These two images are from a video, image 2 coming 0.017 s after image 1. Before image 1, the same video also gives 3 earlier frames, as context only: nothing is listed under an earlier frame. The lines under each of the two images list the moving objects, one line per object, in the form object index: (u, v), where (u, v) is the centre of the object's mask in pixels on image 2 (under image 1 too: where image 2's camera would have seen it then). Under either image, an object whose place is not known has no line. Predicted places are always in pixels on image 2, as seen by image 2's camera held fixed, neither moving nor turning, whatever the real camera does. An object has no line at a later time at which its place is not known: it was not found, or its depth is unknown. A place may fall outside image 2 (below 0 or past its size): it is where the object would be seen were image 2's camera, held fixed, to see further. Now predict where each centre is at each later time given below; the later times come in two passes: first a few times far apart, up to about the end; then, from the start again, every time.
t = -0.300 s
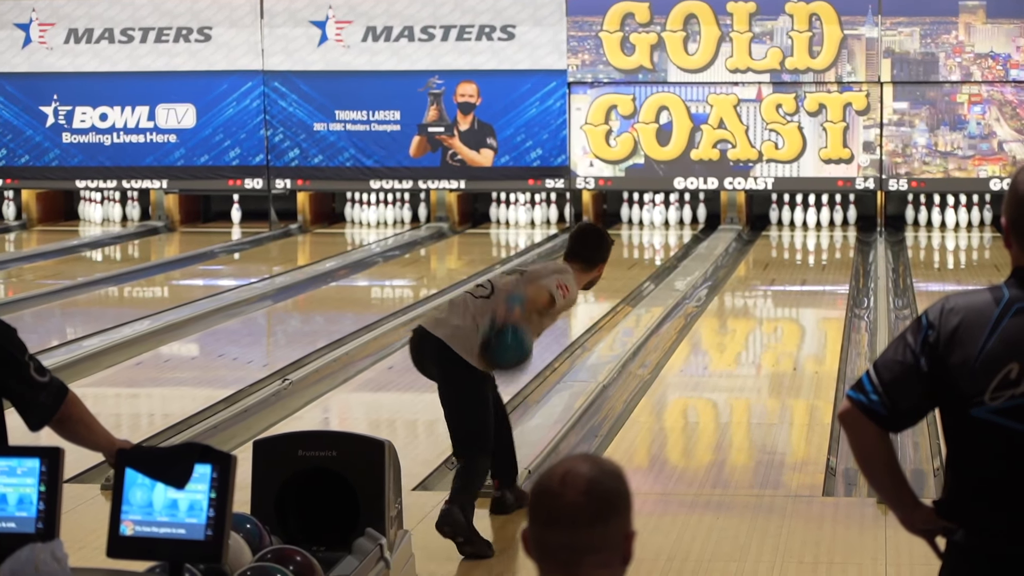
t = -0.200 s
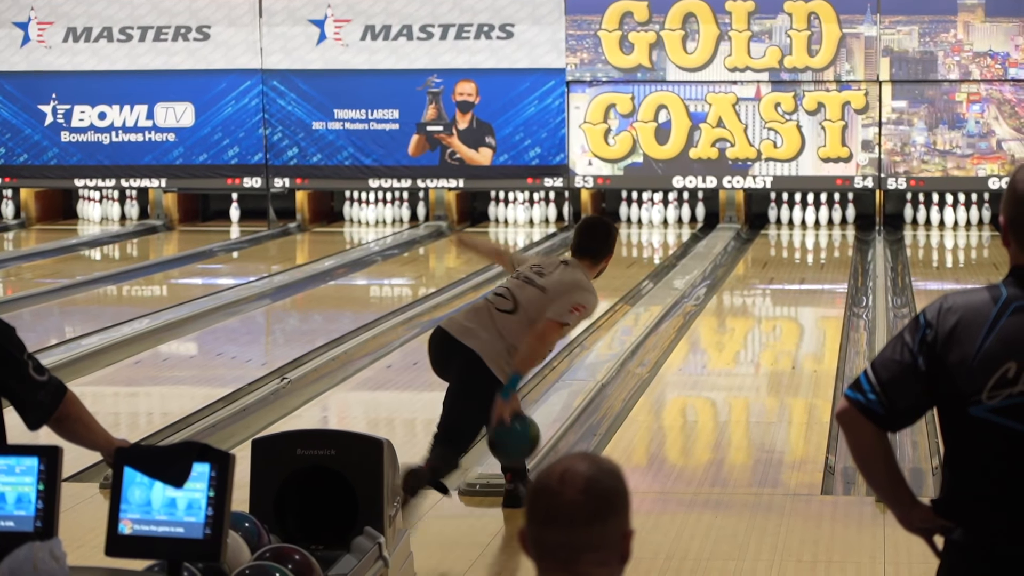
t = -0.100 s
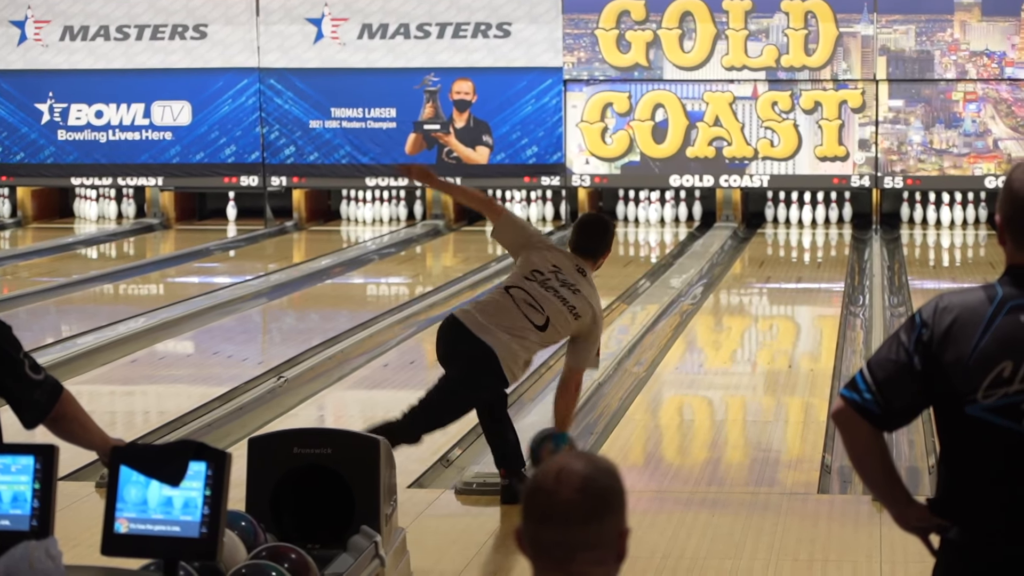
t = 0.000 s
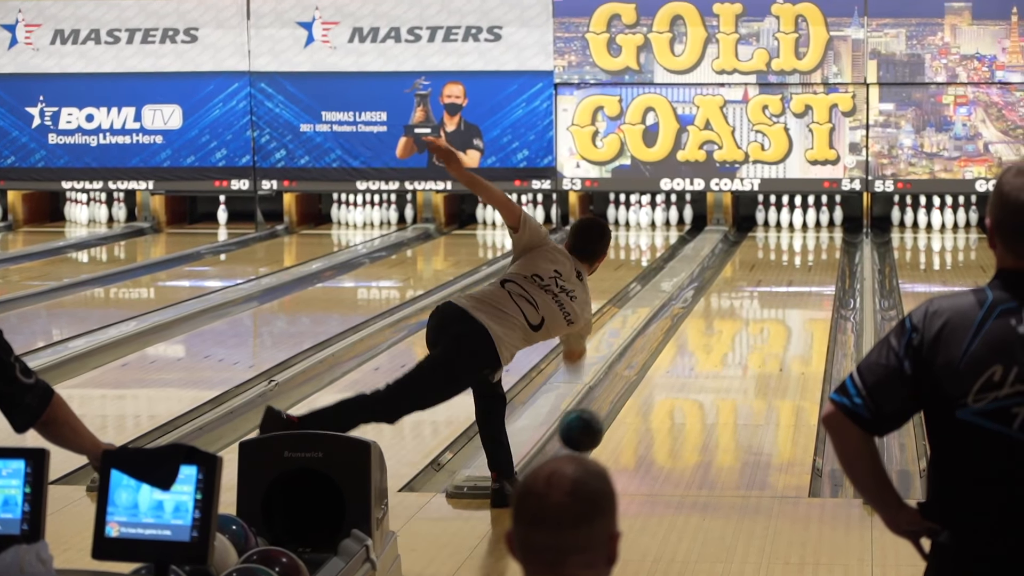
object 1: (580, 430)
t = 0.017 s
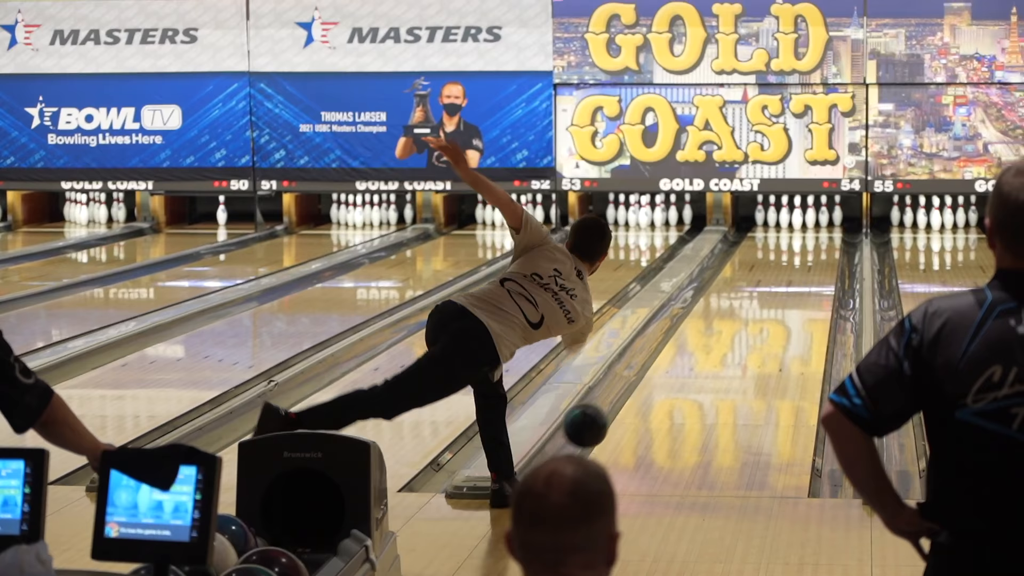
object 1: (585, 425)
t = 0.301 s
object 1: (657, 383)
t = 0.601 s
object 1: (710, 337)
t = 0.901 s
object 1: (749, 305)
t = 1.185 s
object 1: (776, 283)
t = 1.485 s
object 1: (798, 263)
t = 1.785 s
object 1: (810, 247)
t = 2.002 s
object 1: (812, 237)
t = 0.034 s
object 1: (590, 421)
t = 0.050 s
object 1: (595, 418)
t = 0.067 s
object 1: (600, 414)
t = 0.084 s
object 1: (605, 412)
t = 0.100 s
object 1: (609, 410)
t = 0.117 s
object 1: (614, 409)
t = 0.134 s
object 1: (618, 408)
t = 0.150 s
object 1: (623, 408)
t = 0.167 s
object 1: (627, 408)
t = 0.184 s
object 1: (631, 404)
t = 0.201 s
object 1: (635, 400)
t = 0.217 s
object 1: (639, 396)
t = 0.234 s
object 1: (643, 394)
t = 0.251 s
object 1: (647, 391)
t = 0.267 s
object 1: (650, 388)
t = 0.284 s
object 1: (654, 385)
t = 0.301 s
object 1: (657, 383)
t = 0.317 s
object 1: (661, 379)
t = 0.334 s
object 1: (664, 377)
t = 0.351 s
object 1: (668, 374)
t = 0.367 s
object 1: (671, 371)
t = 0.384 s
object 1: (674, 369)
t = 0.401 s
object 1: (677, 366)
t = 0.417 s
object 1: (680, 364)
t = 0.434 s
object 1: (683, 361)
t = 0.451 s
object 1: (686, 358)
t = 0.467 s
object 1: (689, 356)
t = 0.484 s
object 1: (692, 353)
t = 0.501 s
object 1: (695, 351)
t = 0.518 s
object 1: (697, 348)
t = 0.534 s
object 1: (700, 346)
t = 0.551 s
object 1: (703, 344)
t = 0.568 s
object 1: (705, 342)
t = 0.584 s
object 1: (708, 340)
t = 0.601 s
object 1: (710, 337)
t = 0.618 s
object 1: (713, 335)
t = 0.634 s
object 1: (715, 333)
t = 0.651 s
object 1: (718, 331)
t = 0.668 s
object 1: (720, 329)
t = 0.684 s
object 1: (722, 327)
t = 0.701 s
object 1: (725, 326)
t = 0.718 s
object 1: (727, 324)
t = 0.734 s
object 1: (729, 322)
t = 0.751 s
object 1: (731, 320)
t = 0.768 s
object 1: (733, 318)
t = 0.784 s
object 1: (735, 317)
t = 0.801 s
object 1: (738, 315)
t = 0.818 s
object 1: (740, 313)
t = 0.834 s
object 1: (742, 311)
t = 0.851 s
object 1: (743, 310)
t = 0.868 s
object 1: (745, 308)
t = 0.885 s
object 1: (747, 307)
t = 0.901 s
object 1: (749, 305)
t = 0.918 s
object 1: (751, 304)
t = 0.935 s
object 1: (753, 302)
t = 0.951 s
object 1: (755, 301)
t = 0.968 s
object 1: (756, 299)
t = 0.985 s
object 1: (758, 298)
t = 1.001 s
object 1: (760, 296)
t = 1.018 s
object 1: (761, 295)
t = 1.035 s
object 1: (763, 294)
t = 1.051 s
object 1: (764, 292)
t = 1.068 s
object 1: (766, 291)
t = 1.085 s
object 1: (768, 290)
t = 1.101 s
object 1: (769, 289)
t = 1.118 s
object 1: (771, 287)
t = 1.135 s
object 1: (772, 286)
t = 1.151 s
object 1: (774, 285)
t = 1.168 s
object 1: (775, 284)
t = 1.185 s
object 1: (776, 283)
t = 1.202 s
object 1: (778, 281)
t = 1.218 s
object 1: (779, 280)
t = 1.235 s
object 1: (780, 279)
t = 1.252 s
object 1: (782, 278)
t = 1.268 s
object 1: (783, 277)
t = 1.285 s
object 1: (784, 275)
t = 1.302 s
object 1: (786, 274)
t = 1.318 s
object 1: (787, 273)
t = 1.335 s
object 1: (788, 272)
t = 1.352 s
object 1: (789, 271)
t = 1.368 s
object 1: (790, 270)
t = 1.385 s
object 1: (791, 269)
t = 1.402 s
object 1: (792, 268)
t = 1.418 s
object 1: (793, 267)
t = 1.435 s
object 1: (794, 266)
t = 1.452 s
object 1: (796, 265)
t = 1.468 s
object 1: (797, 264)
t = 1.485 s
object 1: (798, 263)
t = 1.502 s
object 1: (799, 262)
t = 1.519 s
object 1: (800, 261)
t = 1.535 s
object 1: (801, 260)
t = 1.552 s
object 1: (801, 259)
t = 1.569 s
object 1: (802, 258)
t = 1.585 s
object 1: (803, 257)
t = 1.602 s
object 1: (804, 256)
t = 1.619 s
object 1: (805, 255)
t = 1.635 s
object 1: (805, 254)
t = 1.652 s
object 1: (806, 254)
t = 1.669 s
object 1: (807, 253)
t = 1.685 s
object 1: (807, 252)
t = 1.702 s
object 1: (808, 251)
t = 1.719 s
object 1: (809, 250)
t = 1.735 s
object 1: (809, 249)
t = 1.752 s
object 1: (810, 248)
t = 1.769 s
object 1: (810, 247)
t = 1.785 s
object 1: (810, 247)
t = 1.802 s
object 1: (811, 246)
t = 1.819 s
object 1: (811, 245)
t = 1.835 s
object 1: (811, 244)
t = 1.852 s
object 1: (812, 243)
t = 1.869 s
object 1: (812, 242)
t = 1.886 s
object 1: (812, 241)
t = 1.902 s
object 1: (812, 241)
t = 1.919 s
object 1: (812, 240)
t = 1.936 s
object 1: (812, 239)
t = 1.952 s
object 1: (812, 238)
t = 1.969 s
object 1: (812, 238)
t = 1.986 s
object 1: (812, 237)
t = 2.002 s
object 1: (812, 237)
